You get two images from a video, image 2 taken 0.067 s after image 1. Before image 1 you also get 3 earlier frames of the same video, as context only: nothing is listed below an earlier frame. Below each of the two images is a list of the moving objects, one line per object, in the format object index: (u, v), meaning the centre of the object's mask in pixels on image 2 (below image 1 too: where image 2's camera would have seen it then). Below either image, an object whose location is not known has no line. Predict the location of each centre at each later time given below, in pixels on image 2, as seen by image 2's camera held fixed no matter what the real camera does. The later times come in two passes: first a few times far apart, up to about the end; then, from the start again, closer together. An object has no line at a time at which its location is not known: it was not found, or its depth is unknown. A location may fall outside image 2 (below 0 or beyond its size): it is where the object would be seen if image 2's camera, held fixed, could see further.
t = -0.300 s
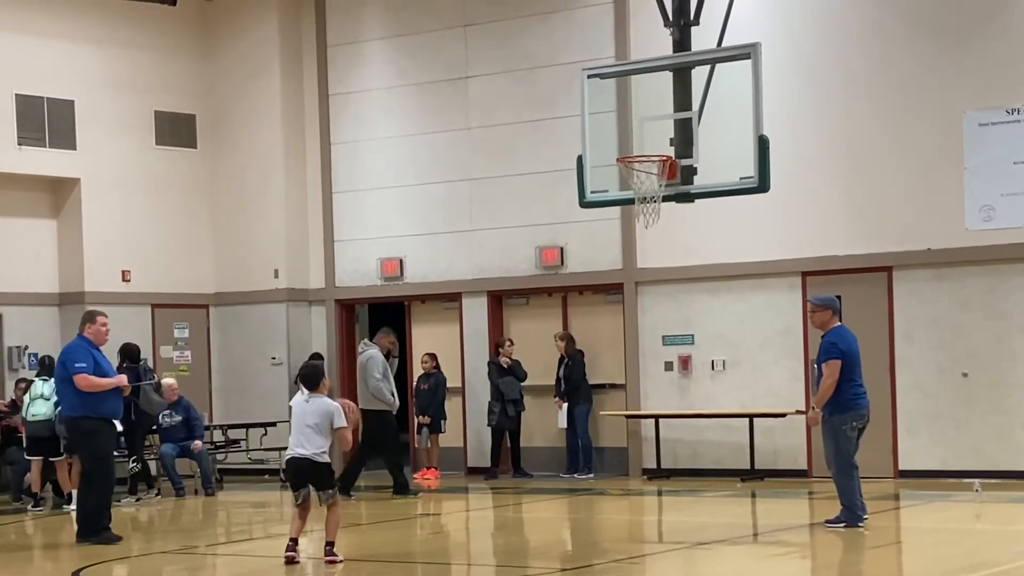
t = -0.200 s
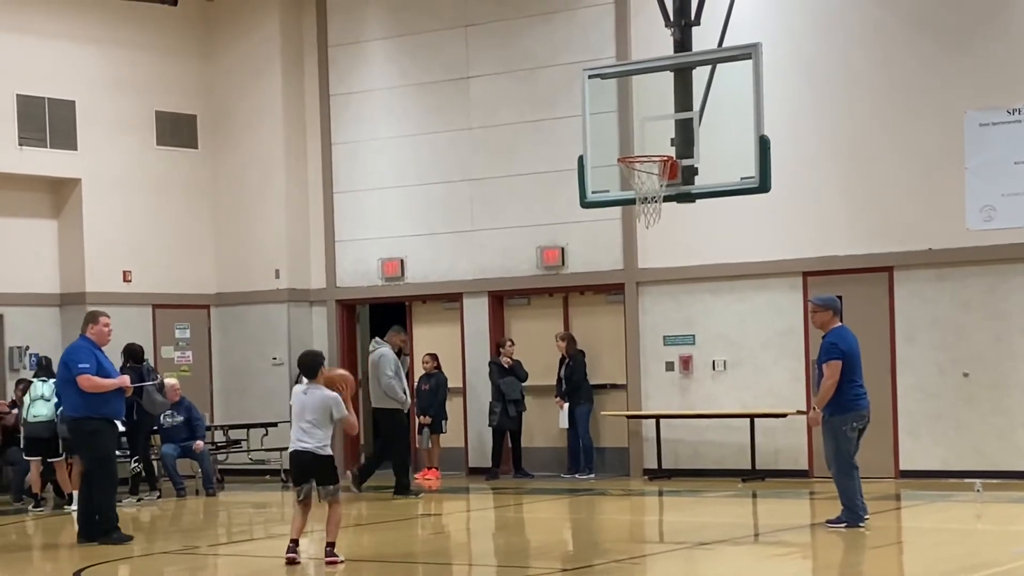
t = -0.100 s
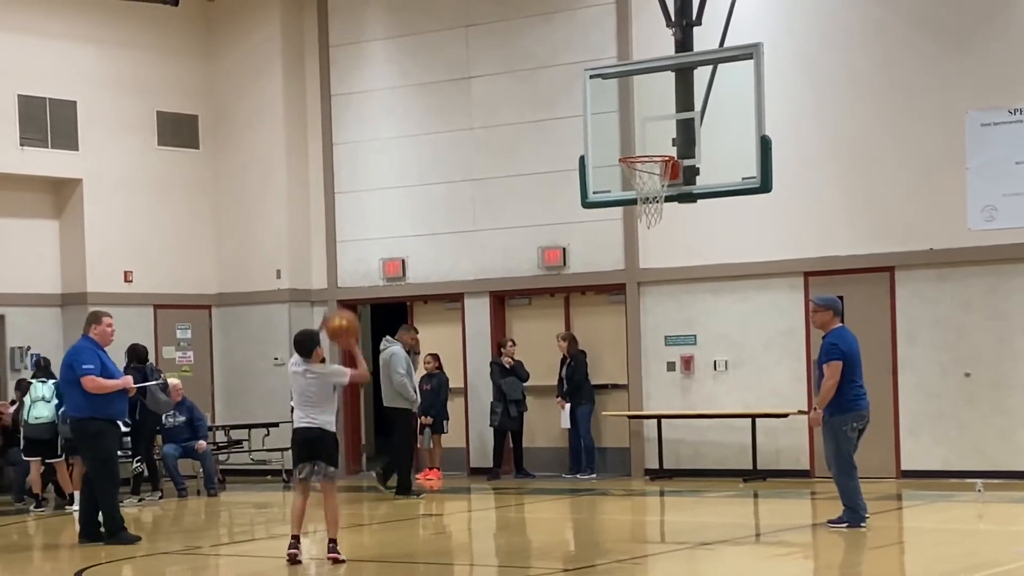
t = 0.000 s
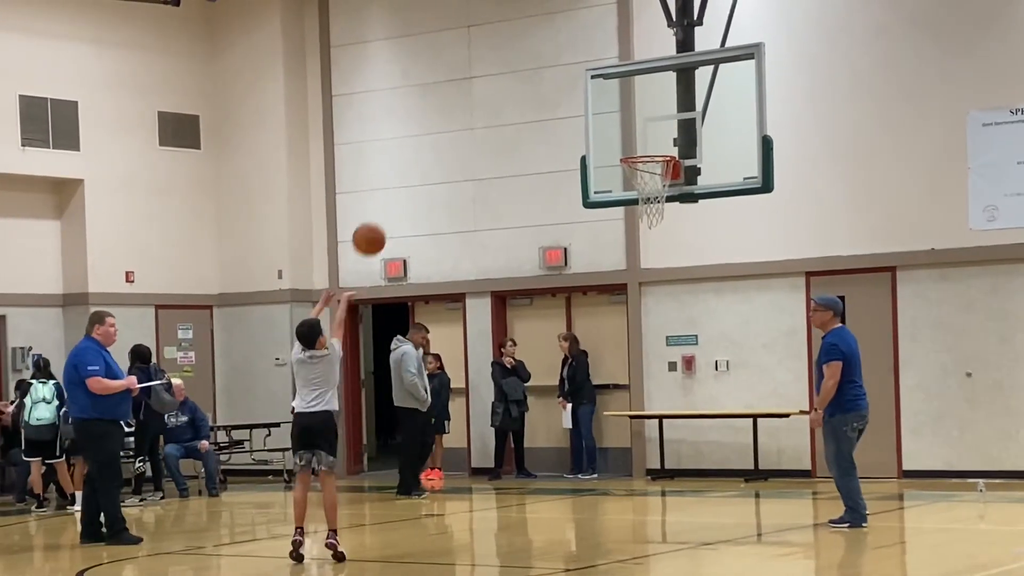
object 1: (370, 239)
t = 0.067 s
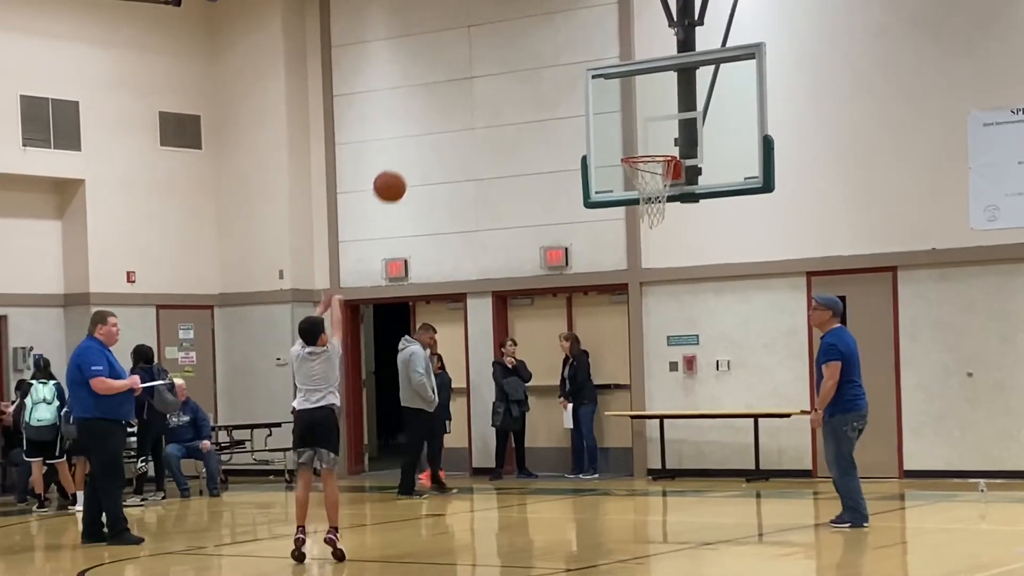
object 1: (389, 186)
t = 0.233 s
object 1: (435, 87)
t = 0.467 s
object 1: (496, 16)
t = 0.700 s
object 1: (552, 18)
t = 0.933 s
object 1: (606, 83)
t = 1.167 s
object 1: (656, 197)
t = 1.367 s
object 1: (679, 273)
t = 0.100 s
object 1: (399, 163)
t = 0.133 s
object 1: (408, 141)
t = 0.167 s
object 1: (417, 121)
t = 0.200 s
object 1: (427, 103)
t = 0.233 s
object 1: (435, 87)
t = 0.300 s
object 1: (453, 59)
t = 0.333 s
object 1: (462, 47)
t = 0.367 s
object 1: (470, 37)
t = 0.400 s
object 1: (479, 28)
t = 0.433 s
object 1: (487, 22)
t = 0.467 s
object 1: (496, 16)
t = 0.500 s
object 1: (504, 13)
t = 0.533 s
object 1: (513, 12)
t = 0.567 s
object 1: (521, 11)
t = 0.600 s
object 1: (529, 11)
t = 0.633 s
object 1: (537, 12)
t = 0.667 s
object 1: (545, 14)
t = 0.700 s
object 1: (552, 18)
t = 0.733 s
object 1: (561, 24)
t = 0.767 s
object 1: (568, 31)
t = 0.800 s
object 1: (577, 39)
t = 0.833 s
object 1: (584, 48)
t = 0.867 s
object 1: (590, 59)
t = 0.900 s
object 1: (598, 70)
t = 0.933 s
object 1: (606, 83)
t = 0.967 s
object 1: (614, 97)
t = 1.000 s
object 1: (621, 111)
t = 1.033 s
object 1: (628, 127)
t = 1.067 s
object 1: (635, 144)
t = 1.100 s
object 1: (643, 162)
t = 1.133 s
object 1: (650, 182)
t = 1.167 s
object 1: (656, 197)
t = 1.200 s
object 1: (659, 207)
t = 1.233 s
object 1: (663, 218)
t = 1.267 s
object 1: (667, 230)
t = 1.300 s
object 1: (671, 243)
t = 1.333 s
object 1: (675, 258)
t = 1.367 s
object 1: (679, 273)
